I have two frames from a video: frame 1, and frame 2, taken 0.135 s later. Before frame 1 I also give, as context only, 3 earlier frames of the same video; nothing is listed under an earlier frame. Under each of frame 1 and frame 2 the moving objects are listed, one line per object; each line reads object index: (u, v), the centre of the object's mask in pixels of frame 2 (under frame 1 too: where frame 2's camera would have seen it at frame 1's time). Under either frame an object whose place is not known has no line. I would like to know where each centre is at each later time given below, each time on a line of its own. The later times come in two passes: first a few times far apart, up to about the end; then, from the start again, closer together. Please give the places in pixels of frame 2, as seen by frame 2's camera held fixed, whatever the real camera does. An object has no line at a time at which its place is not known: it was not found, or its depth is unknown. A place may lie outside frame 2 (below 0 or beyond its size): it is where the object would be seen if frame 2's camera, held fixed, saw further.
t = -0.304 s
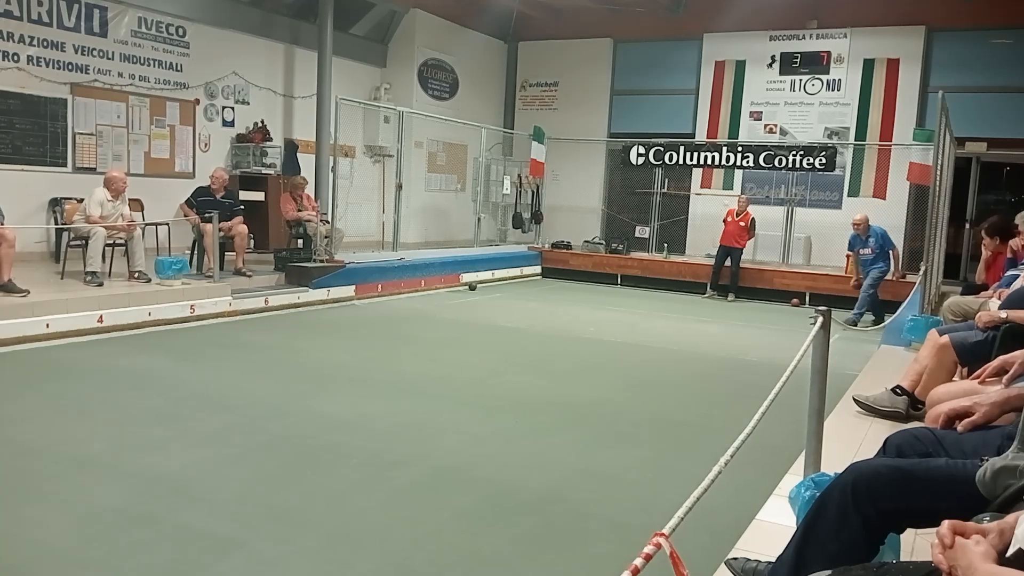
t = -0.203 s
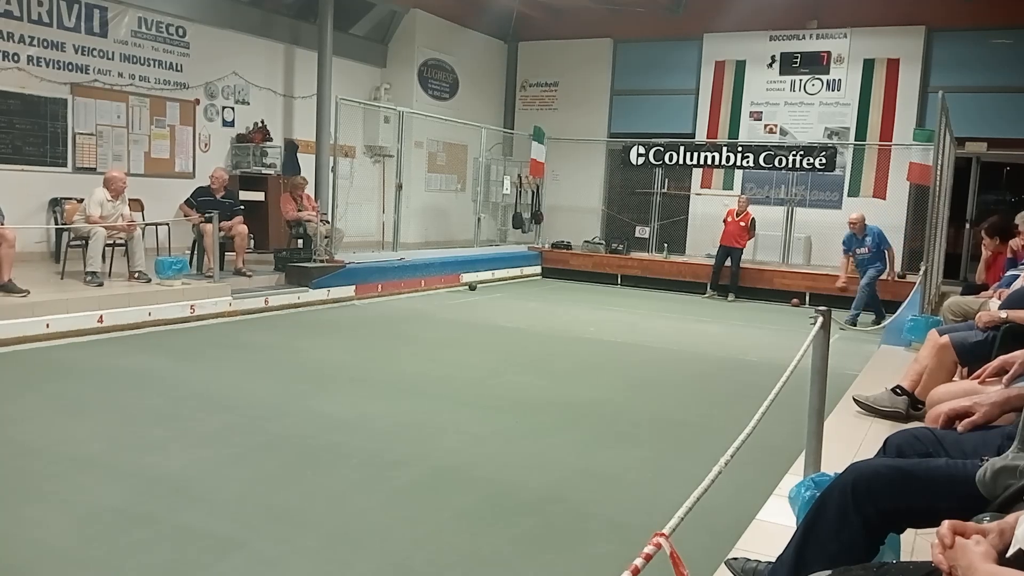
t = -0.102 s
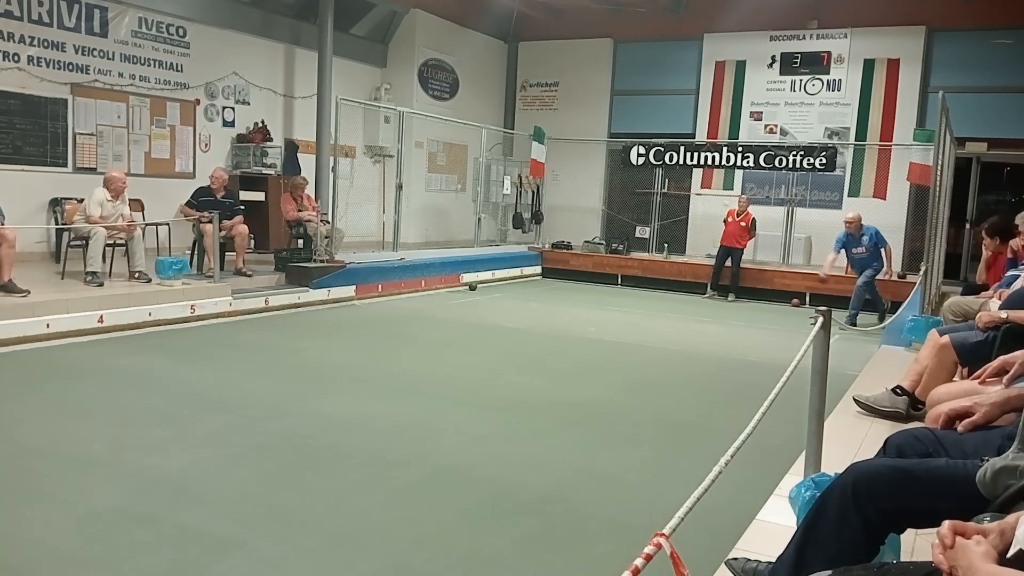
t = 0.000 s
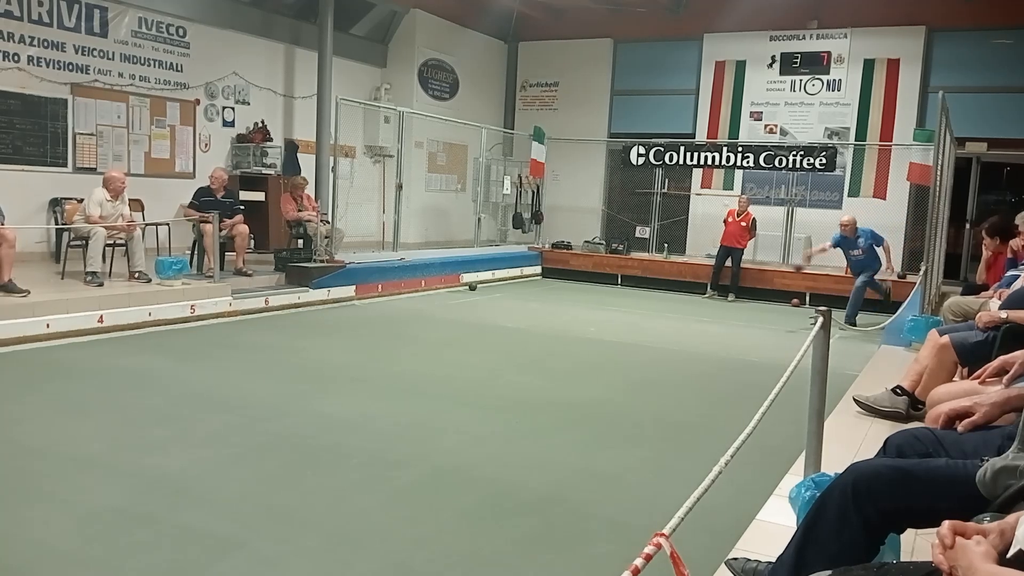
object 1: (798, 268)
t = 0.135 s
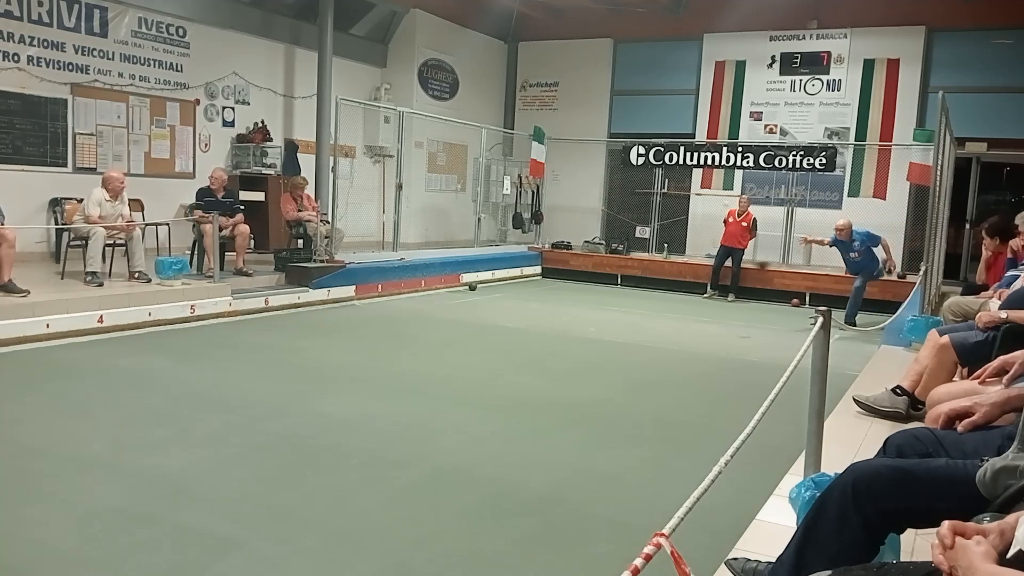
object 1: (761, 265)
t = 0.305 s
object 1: (707, 282)
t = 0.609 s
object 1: (605, 340)
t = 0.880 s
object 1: (521, 359)
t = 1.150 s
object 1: (418, 372)
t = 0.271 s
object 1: (721, 277)
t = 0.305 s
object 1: (707, 282)
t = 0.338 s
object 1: (699, 289)
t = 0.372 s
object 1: (683, 301)
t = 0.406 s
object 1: (671, 311)
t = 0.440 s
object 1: (658, 322)
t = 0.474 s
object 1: (645, 335)
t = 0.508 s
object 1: (631, 345)
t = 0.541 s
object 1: (623, 343)
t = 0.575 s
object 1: (614, 340)
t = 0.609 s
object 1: (605, 340)
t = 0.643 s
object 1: (596, 340)
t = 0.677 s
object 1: (586, 342)
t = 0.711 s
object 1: (576, 345)
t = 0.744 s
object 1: (566, 349)
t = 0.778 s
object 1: (554, 355)
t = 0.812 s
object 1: (544, 355)
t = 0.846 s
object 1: (532, 356)
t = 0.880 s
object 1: (521, 359)
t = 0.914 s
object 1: (509, 360)
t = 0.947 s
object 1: (498, 361)
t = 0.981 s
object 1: (484, 363)
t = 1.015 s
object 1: (471, 365)
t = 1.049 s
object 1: (458, 367)
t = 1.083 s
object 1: (446, 368)
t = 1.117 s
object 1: (431, 370)
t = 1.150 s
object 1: (418, 372)
